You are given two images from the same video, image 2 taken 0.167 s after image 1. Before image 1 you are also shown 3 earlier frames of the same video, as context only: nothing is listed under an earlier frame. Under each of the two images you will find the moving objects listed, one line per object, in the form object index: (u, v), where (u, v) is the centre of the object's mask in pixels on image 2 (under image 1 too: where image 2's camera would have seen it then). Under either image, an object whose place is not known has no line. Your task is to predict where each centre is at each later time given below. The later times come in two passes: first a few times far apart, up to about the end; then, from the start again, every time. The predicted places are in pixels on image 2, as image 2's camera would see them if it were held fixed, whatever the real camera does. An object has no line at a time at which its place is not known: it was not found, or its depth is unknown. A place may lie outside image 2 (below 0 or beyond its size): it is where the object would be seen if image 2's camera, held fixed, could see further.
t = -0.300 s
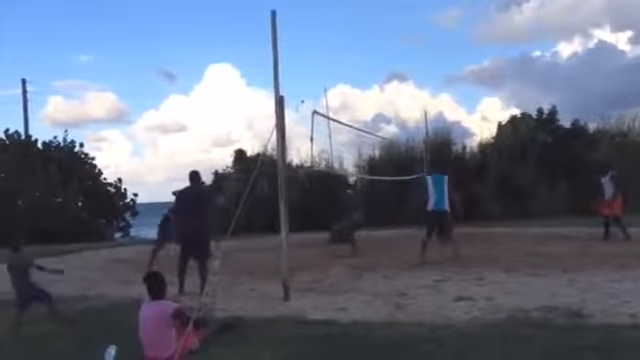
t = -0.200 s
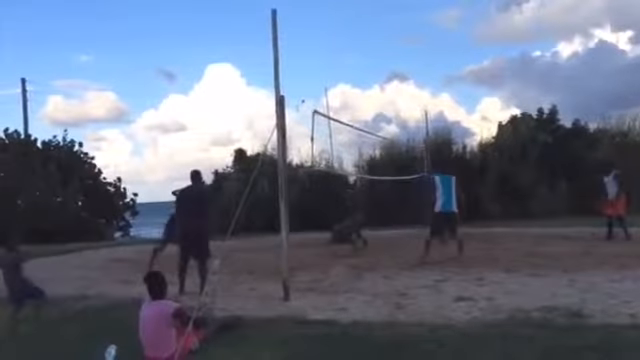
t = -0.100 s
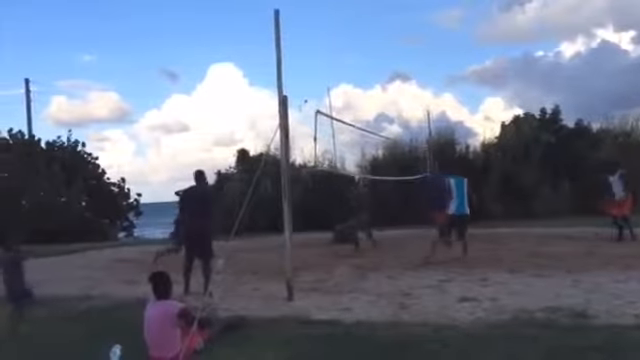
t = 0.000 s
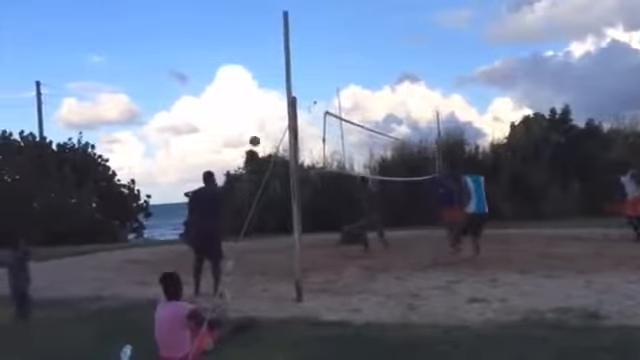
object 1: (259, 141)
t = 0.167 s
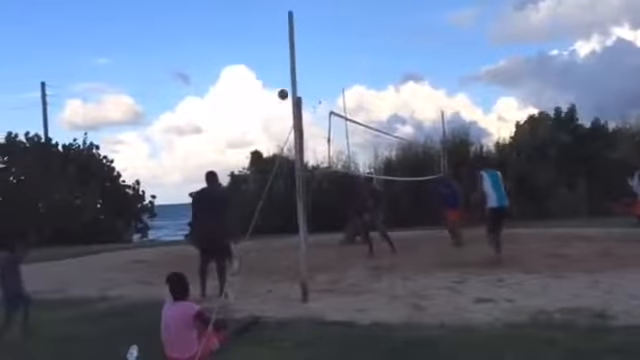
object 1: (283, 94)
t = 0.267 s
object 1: (297, 74)
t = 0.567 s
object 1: (331, 42)
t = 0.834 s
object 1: (361, 47)
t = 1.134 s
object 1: (399, 89)
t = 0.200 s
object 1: (286, 87)
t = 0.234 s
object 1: (288, 81)
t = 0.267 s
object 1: (297, 74)
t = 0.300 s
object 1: (299, 69)
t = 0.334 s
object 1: (304, 63)
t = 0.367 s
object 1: (308, 59)
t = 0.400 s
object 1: (313, 55)
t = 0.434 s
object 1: (316, 51)
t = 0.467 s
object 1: (320, 48)
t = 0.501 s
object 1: (324, 45)
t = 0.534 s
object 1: (327, 44)
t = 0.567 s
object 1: (331, 42)
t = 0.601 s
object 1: (335, 42)
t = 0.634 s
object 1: (338, 41)
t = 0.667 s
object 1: (342, 41)
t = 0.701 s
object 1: (346, 42)
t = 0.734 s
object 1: (350, 42)
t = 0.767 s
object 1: (354, 44)
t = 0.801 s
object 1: (358, 45)
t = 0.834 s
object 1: (361, 47)
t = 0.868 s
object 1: (365, 51)
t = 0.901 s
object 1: (369, 54)
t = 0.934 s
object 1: (372, 58)
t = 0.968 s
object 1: (378, 62)
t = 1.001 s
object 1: (382, 67)
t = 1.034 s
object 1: (386, 72)
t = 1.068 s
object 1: (391, 77)
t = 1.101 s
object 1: (395, 83)
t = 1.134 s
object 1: (399, 89)
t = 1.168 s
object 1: (403, 96)
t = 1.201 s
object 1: (407, 103)
